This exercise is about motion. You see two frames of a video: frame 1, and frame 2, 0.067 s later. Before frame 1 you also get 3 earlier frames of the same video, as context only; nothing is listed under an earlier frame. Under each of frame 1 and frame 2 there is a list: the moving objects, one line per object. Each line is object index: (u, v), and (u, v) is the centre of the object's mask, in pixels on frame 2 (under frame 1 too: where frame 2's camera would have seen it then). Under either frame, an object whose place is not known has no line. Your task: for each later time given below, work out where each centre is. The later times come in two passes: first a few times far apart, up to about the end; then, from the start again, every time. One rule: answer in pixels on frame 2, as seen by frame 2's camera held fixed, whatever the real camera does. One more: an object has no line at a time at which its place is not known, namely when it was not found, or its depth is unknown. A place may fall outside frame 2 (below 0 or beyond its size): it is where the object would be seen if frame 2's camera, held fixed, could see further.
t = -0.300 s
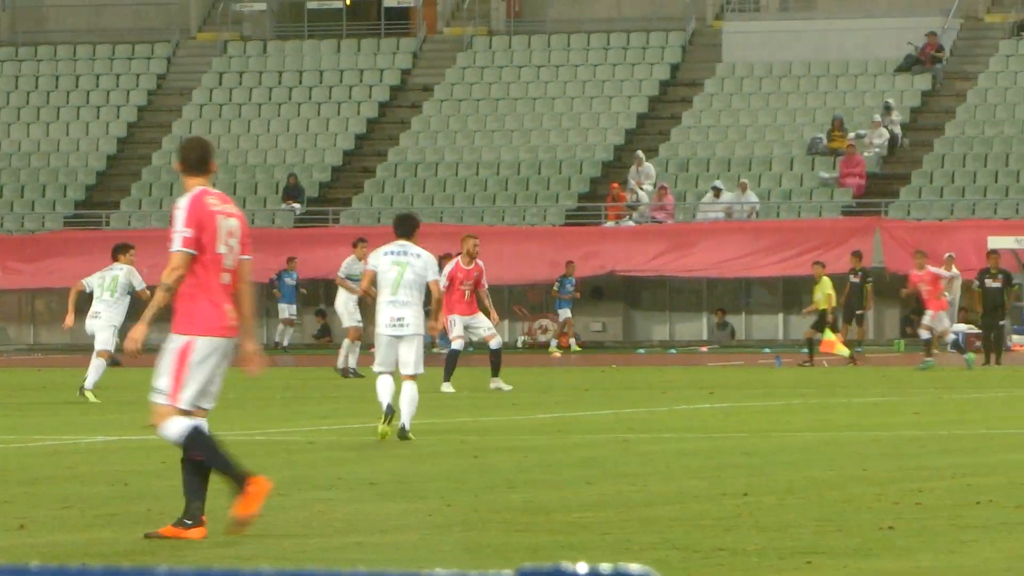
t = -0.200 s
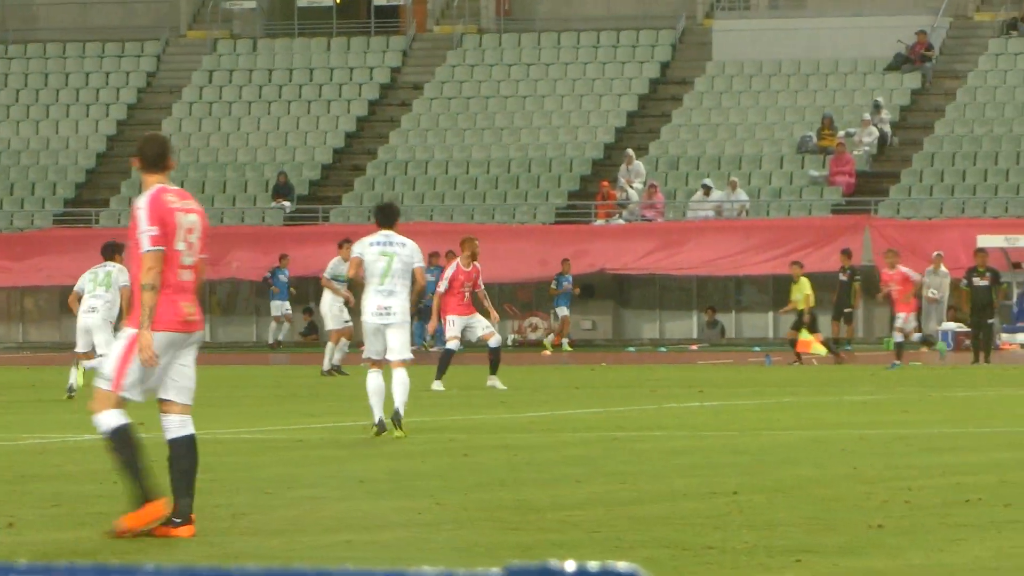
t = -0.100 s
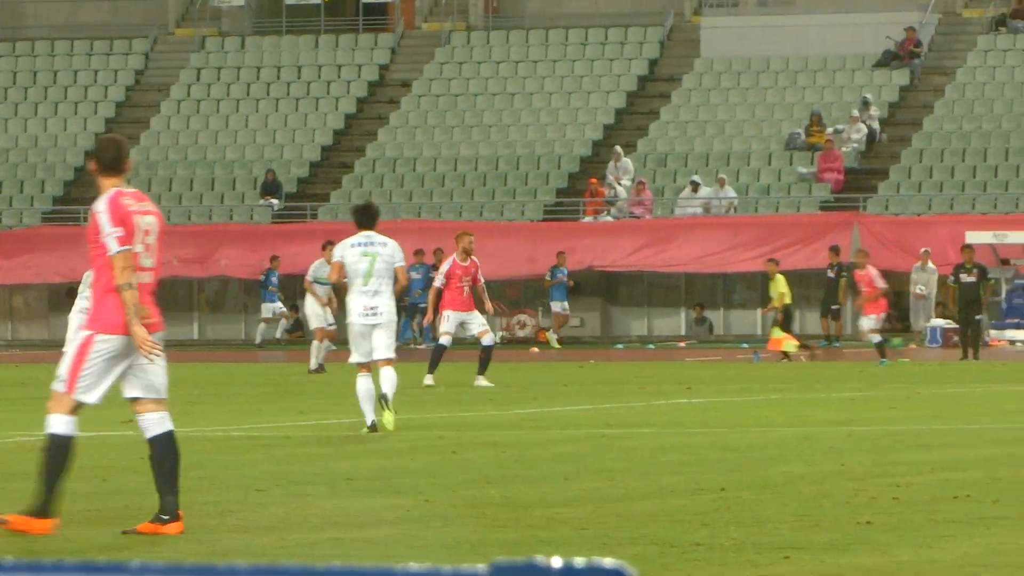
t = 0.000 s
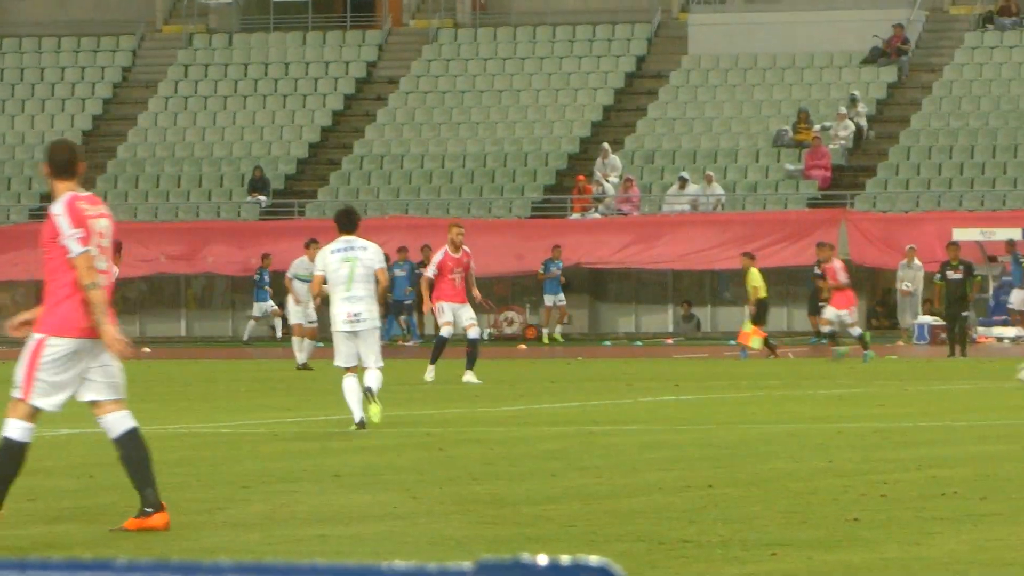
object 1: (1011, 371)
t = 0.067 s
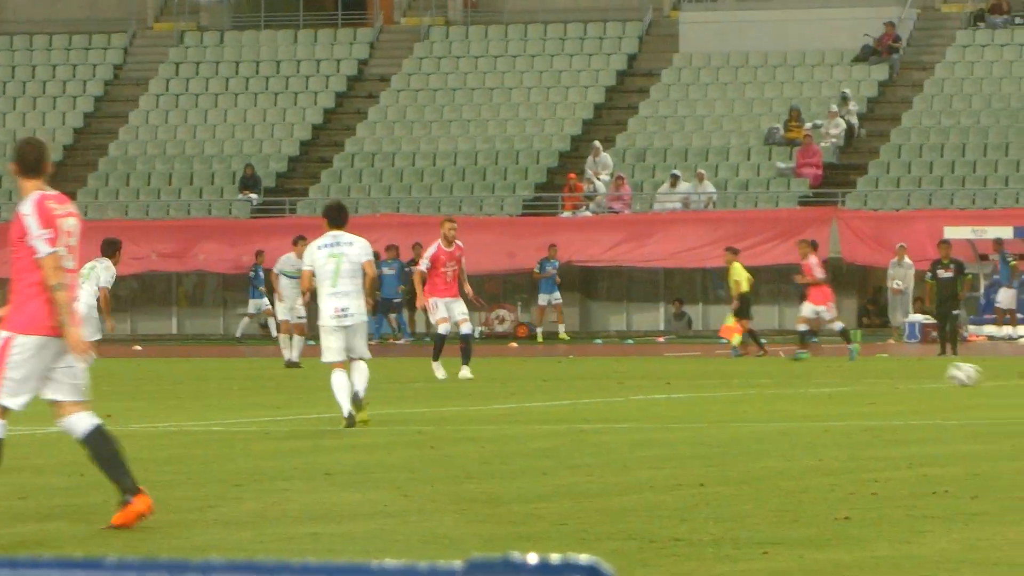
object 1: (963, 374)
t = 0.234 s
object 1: (827, 367)
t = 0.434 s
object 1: (689, 366)
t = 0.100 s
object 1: (935, 369)
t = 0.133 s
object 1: (908, 365)
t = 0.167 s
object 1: (880, 365)
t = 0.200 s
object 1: (853, 365)
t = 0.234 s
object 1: (827, 367)
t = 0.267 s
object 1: (800, 371)
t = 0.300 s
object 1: (776, 374)
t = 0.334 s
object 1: (754, 370)
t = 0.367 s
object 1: (732, 367)
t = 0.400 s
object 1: (710, 365)
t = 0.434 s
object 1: (689, 366)
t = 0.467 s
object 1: (668, 367)
